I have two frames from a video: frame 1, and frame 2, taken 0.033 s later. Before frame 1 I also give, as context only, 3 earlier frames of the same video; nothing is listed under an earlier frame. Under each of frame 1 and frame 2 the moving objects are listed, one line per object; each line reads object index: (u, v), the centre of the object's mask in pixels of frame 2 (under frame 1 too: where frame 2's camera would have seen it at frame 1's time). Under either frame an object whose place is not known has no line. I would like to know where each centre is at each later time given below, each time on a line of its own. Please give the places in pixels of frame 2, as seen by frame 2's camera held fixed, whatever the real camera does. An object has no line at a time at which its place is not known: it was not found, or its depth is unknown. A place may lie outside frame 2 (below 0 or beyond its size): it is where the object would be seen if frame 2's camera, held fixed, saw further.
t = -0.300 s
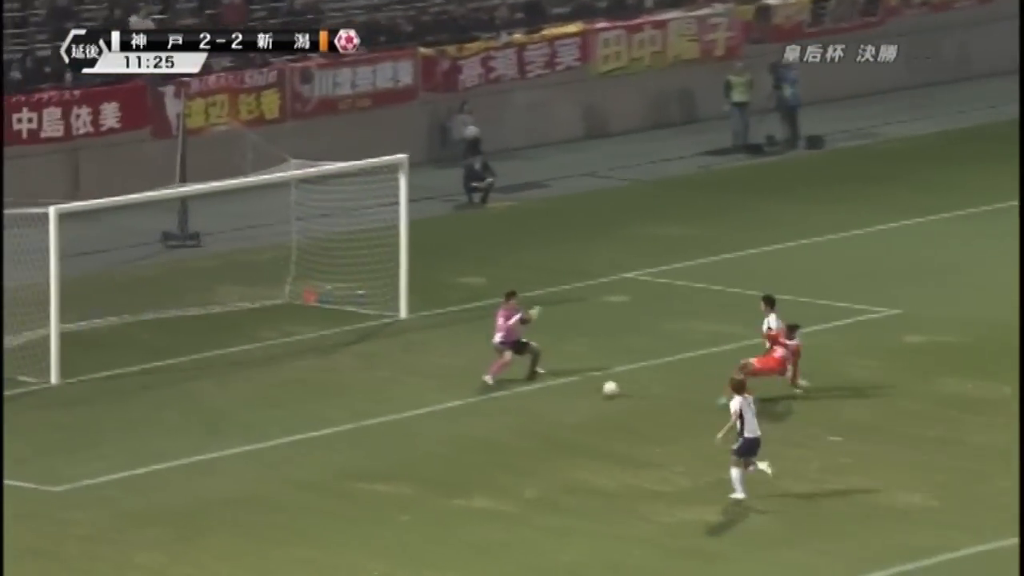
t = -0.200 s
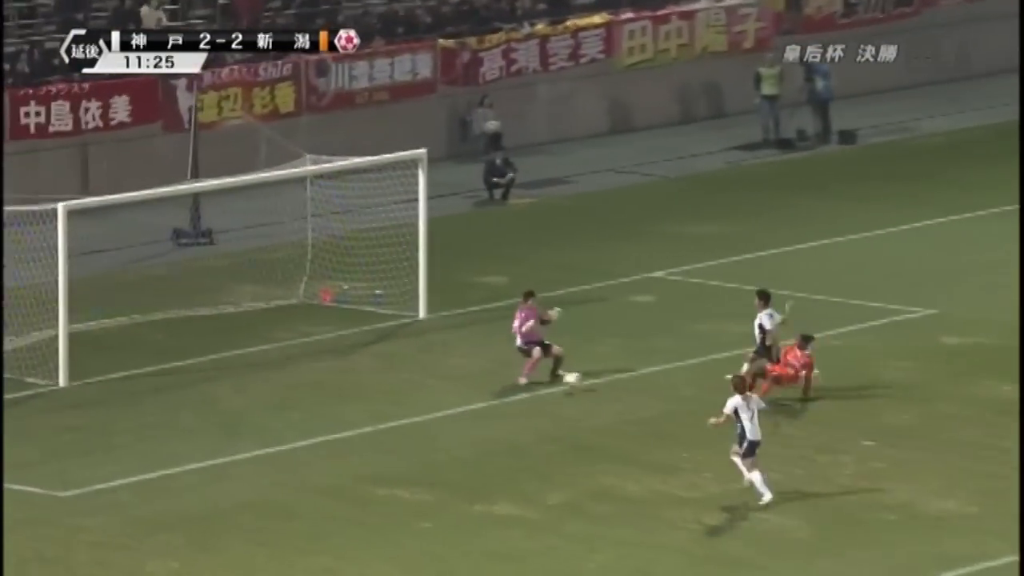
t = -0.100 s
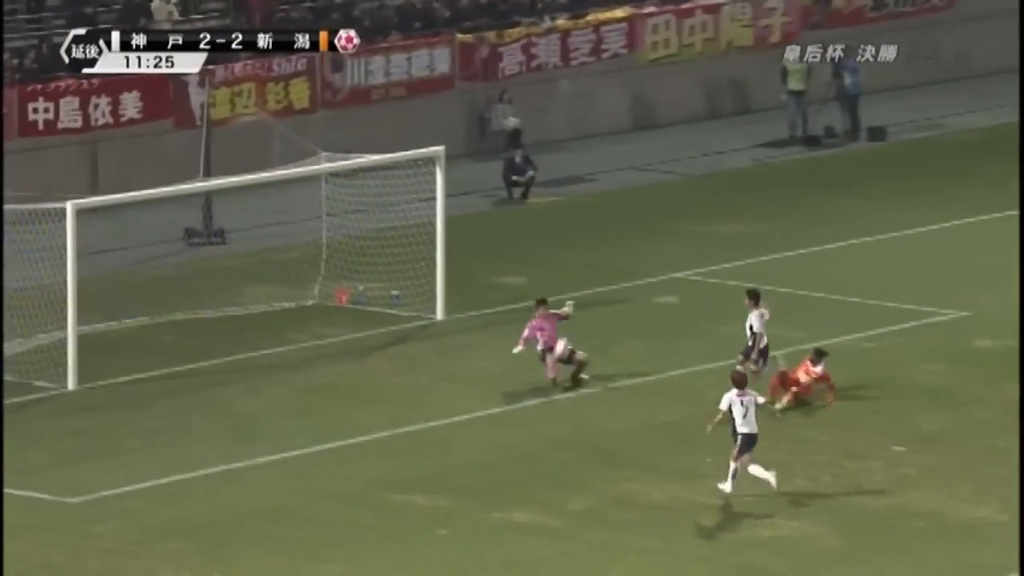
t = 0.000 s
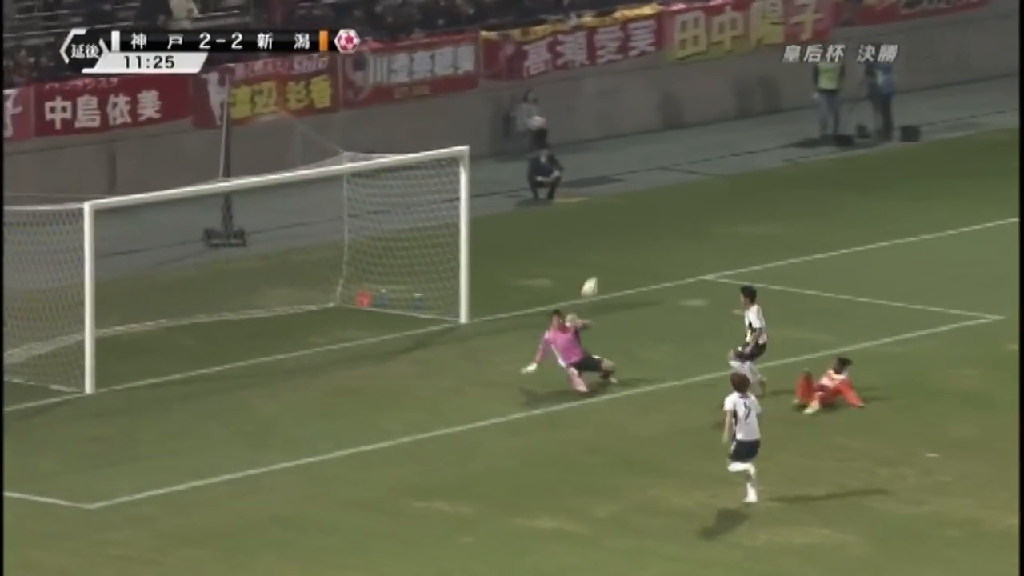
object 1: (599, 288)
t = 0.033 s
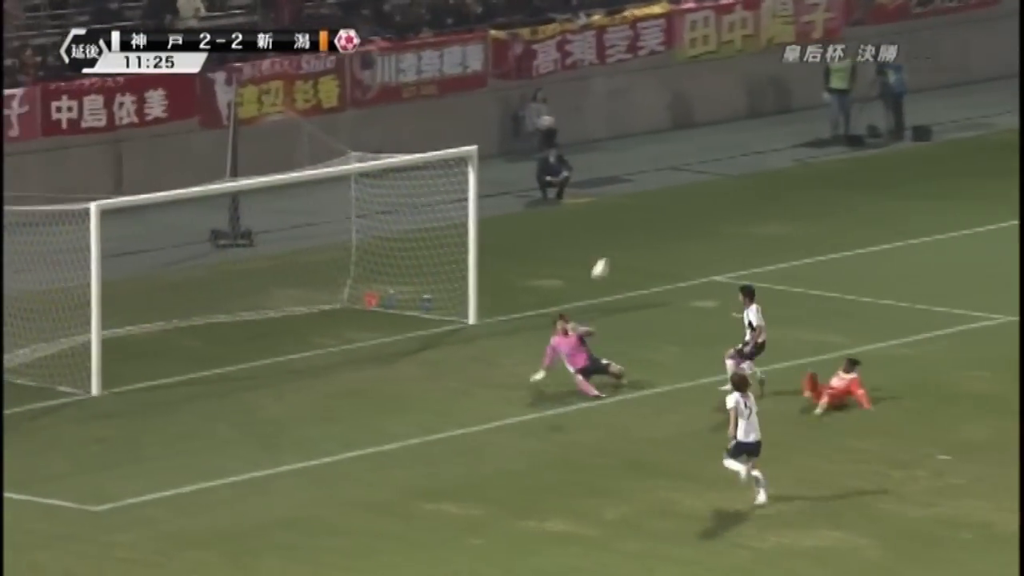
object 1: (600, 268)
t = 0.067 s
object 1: (601, 250)
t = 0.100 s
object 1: (603, 233)
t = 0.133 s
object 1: (604, 215)
